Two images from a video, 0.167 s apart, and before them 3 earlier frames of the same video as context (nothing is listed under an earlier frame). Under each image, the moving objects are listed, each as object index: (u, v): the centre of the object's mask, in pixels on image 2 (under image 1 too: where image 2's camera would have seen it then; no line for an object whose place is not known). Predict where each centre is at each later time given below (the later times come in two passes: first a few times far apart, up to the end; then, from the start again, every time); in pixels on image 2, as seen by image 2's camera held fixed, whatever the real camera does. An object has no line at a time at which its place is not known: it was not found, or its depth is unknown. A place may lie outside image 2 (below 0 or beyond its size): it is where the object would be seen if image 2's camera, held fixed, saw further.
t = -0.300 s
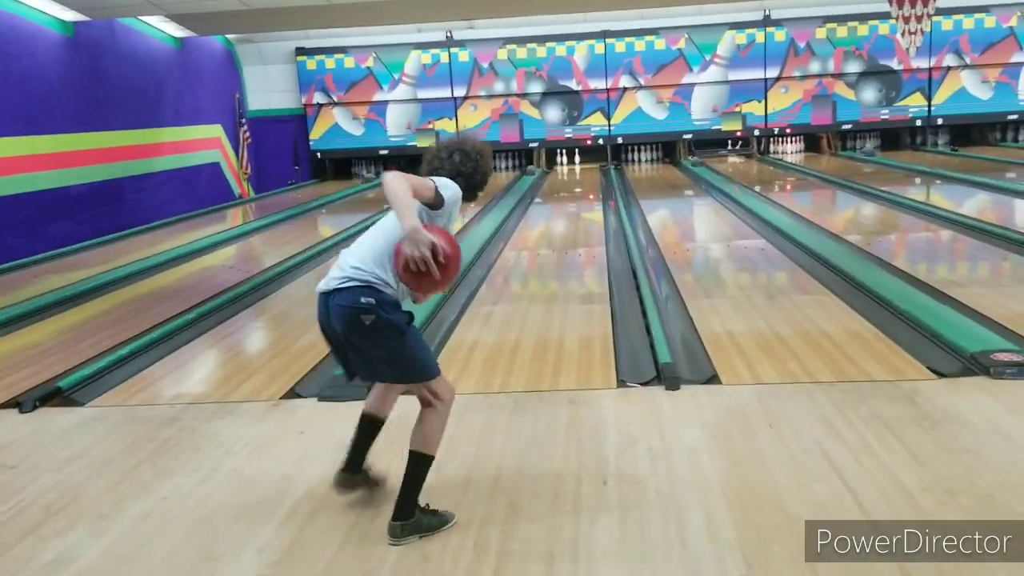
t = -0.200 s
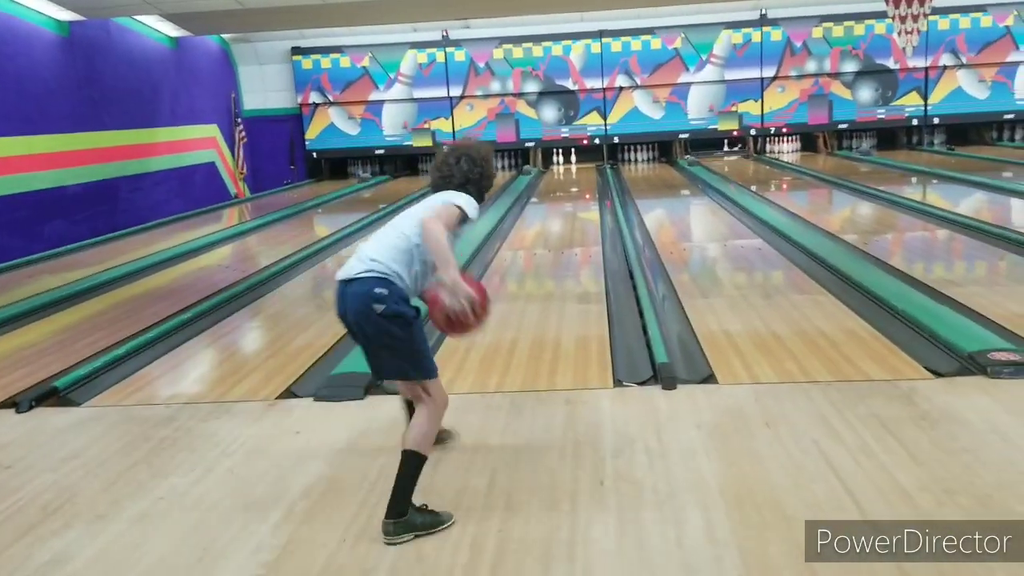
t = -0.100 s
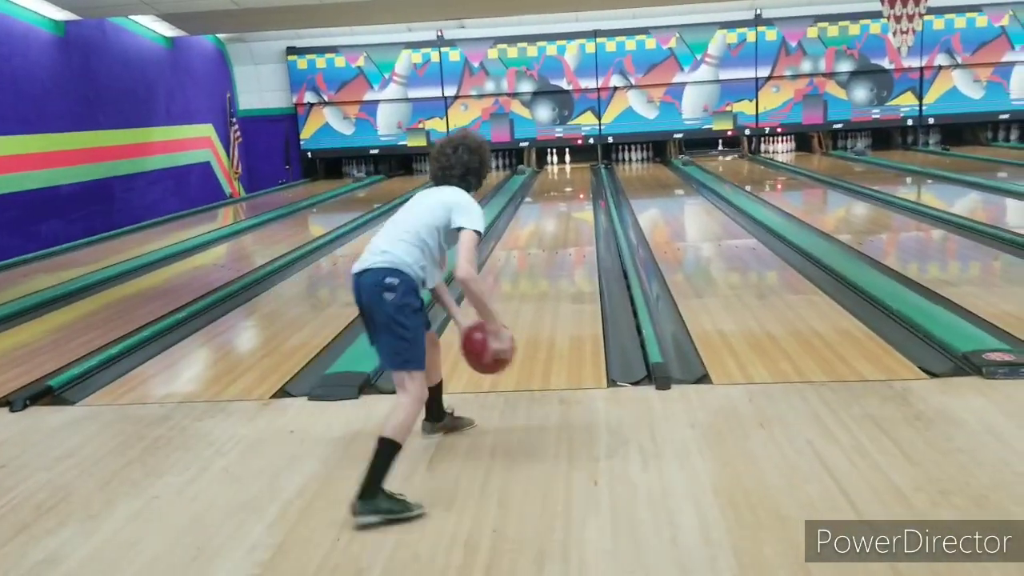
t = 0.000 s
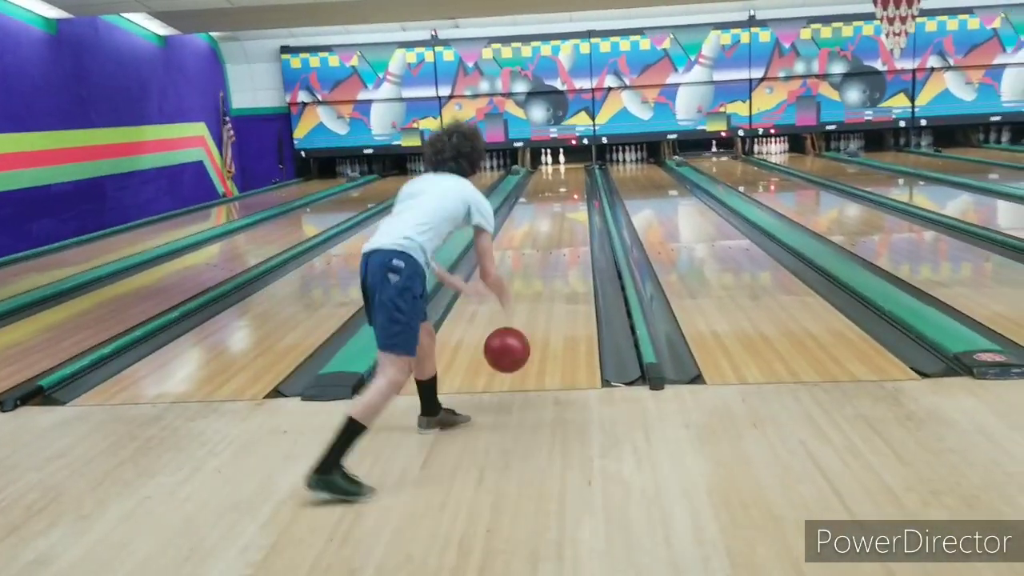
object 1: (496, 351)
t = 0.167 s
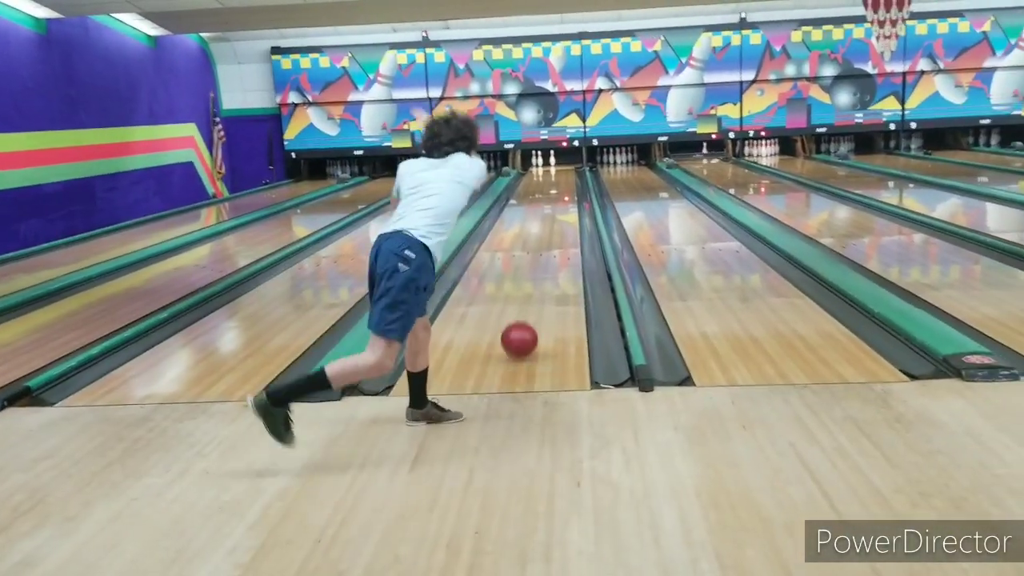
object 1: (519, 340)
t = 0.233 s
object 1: (525, 324)
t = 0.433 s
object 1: (539, 288)
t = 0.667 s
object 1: (550, 257)
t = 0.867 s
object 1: (555, 238)
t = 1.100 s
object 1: (560, 221)
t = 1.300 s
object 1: (562, 209)
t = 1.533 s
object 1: (563, 200)
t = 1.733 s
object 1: (562, 193)
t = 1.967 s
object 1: (560, 186)
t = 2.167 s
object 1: (556, 181)
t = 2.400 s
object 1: (552, 176)
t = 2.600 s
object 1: (550, 172)
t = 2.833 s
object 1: (545, 169)
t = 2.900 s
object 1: (543, 167)
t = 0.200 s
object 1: (522, 330)
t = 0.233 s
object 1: (525, 324)
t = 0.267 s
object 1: (528, 319)
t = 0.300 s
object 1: (530, 313)
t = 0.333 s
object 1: (533, 306)
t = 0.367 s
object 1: (535, 300)
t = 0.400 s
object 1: (537, 294)
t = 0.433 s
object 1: (539, 288)
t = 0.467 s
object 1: (541, 283)
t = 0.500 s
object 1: (542, 278)
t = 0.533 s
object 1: (544, 273)
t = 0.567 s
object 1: (546, 269)
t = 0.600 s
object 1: (547, 265)
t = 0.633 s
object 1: (548, 261)
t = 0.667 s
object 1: (550, 257)
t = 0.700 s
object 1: (551, 253)
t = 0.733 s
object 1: (552, 250)
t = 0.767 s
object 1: (553, 247)
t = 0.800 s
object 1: (554, 244)
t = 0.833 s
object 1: (554, 241)
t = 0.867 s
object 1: (555, 238)
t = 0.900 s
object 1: (556, 235)
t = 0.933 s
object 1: (557, 233)
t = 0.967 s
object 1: (558, 230)
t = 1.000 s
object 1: (559, 228)
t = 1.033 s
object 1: (559, 225)
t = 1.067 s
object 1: (560, 223)
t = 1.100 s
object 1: (560, 221)
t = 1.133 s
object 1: (560, 219)
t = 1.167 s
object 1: (561, 217)
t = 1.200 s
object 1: (561, 215)
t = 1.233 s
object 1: (561, 213)
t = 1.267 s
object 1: (561, 211)
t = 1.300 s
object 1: (562, 209)
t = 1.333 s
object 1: (562, 208)
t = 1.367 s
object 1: (562, 207)
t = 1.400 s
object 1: (562, 206)
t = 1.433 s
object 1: (562, 204)
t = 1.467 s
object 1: (562, 203)
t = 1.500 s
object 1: (562, 201)
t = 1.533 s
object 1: (563, 200)
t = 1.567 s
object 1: (563, 198)
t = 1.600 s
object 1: (563, 197)
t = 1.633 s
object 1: (563, 196)
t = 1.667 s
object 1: (562, 195)
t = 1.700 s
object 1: (562, 194)
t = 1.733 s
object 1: (562, 193)
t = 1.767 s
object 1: (561, 192)
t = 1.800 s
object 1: (561, 191)
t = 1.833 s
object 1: (561, 190)
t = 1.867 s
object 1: (560, 189)
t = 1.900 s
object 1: (560, 188)
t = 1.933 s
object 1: (560, 187)
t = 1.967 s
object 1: (560, 186)
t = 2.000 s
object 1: (559, 185)
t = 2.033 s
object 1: (558, 185)
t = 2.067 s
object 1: (557, 184)
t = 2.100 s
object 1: (556, 182)
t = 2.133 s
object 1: (556, 182)
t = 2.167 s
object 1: (556, 181)
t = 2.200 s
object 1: (555, 181)
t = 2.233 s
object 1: (555, 180)
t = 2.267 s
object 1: (555, 179)
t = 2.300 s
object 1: (554, 178)
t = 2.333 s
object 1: (554, 178)
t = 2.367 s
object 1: (553, 177)
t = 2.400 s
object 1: (552, 176)
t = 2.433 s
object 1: (552, 176)
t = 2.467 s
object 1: (552, 175)
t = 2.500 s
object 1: (551, 174)
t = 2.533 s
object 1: (551, 173)
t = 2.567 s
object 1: (551, 172)
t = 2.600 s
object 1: (550, 172)
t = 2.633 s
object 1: (550, 171)
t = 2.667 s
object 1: (549, 171)
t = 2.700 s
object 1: (549, 170)
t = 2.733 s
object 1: (548, 170)
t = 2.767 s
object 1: (546, 169)
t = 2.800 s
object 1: (546, 169)
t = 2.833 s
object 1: (545, 169)
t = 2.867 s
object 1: (544, 168)
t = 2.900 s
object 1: (543, 167)
